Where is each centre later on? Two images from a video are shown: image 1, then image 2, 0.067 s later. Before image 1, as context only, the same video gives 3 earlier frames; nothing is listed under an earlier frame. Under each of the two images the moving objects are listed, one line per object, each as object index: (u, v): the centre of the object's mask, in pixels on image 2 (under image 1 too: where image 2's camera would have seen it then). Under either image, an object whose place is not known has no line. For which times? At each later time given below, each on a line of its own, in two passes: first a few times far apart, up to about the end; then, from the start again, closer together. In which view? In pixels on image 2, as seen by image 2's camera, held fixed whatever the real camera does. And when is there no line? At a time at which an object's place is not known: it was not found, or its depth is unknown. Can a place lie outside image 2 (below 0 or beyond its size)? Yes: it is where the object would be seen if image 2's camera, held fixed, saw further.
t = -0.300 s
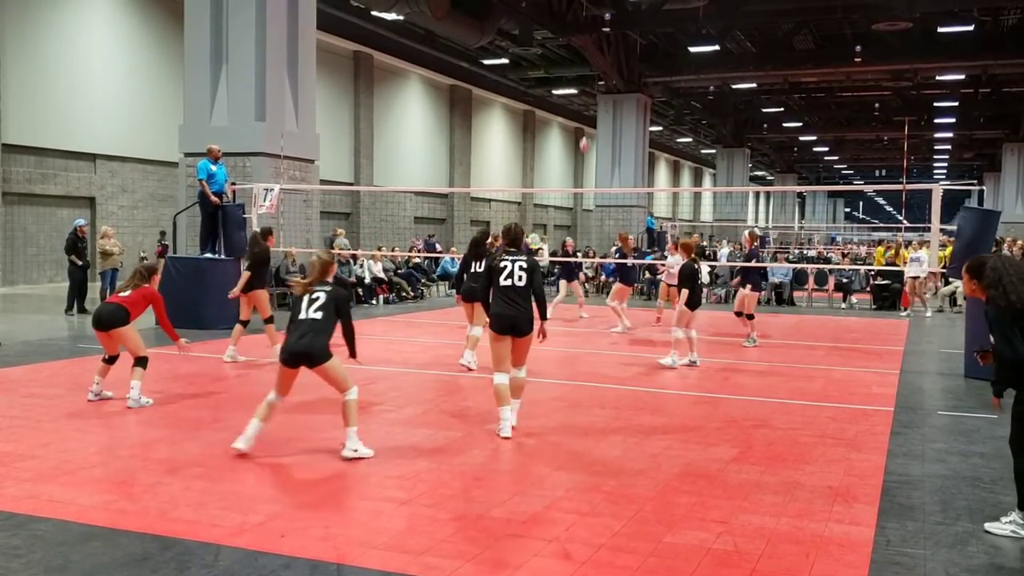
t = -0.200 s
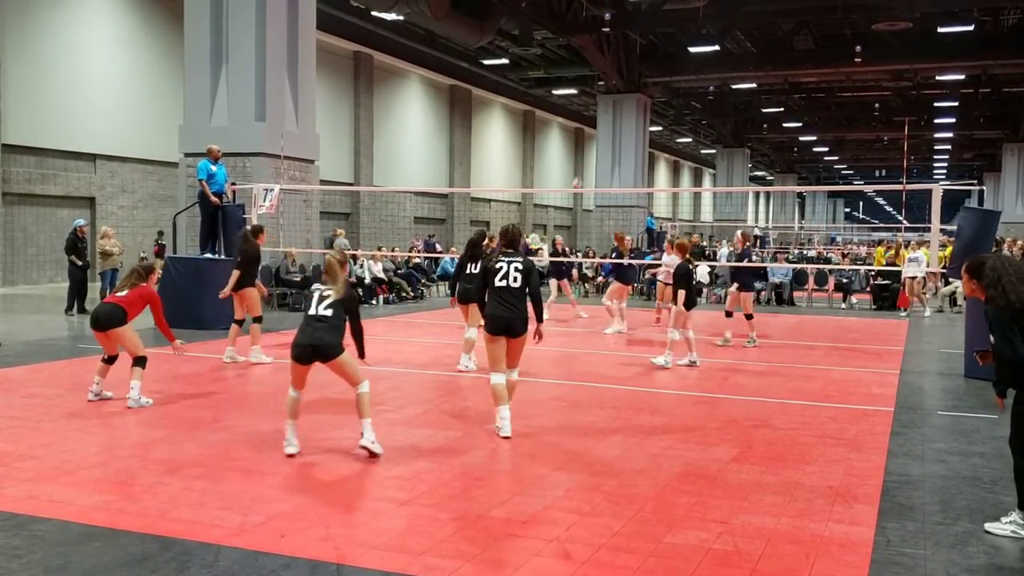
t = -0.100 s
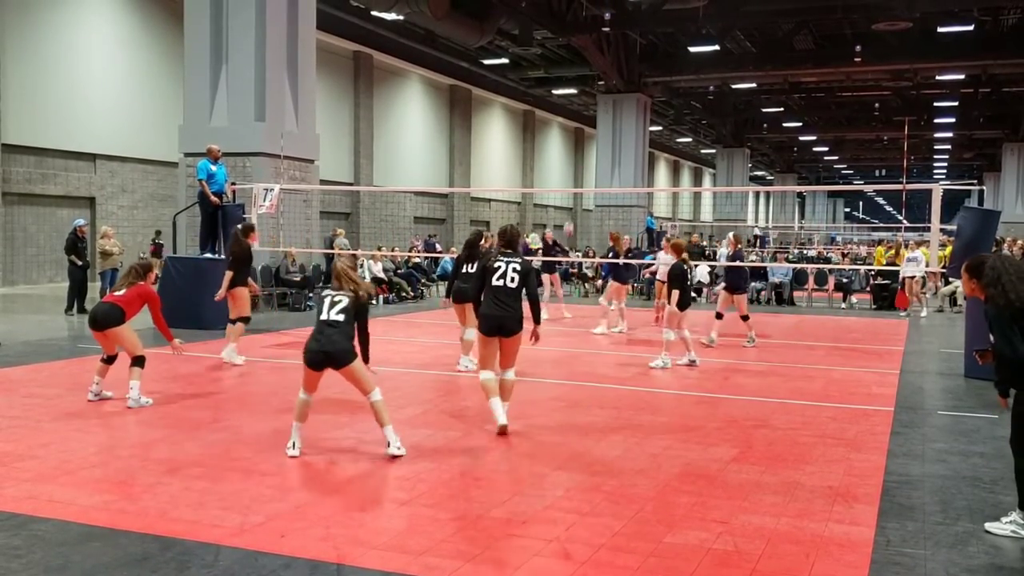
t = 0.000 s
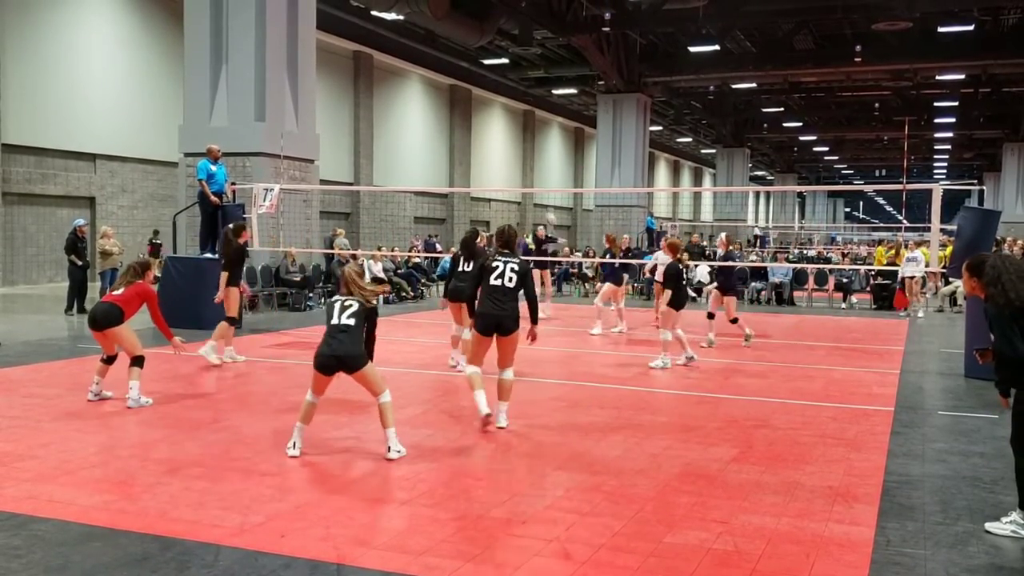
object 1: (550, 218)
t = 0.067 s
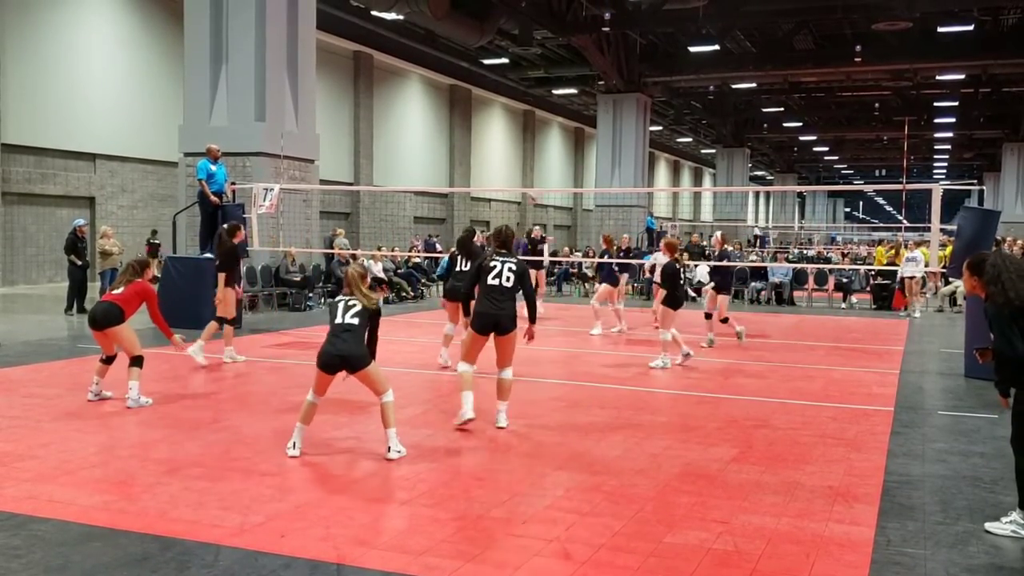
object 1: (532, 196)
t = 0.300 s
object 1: (466, 125)
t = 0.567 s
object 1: (372, 80)
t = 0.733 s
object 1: (299, 75)
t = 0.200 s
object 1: (497, 155)
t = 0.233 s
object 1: (487, 145)
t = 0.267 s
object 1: (477, 135)
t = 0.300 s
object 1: (466, 125)
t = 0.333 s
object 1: (457, 119)
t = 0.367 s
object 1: (446, 111)
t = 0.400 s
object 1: (436, 106)
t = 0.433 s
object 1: (424, 99)
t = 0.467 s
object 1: (409, 93)
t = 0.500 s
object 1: (397, 88)
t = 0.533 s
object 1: (384, 85)
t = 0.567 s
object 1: (372, 80)
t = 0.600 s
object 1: (358, 78)
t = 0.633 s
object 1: (343, 76)
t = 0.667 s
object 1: (329, 74)
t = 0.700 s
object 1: (314, 74)
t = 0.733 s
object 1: (299, 75)
